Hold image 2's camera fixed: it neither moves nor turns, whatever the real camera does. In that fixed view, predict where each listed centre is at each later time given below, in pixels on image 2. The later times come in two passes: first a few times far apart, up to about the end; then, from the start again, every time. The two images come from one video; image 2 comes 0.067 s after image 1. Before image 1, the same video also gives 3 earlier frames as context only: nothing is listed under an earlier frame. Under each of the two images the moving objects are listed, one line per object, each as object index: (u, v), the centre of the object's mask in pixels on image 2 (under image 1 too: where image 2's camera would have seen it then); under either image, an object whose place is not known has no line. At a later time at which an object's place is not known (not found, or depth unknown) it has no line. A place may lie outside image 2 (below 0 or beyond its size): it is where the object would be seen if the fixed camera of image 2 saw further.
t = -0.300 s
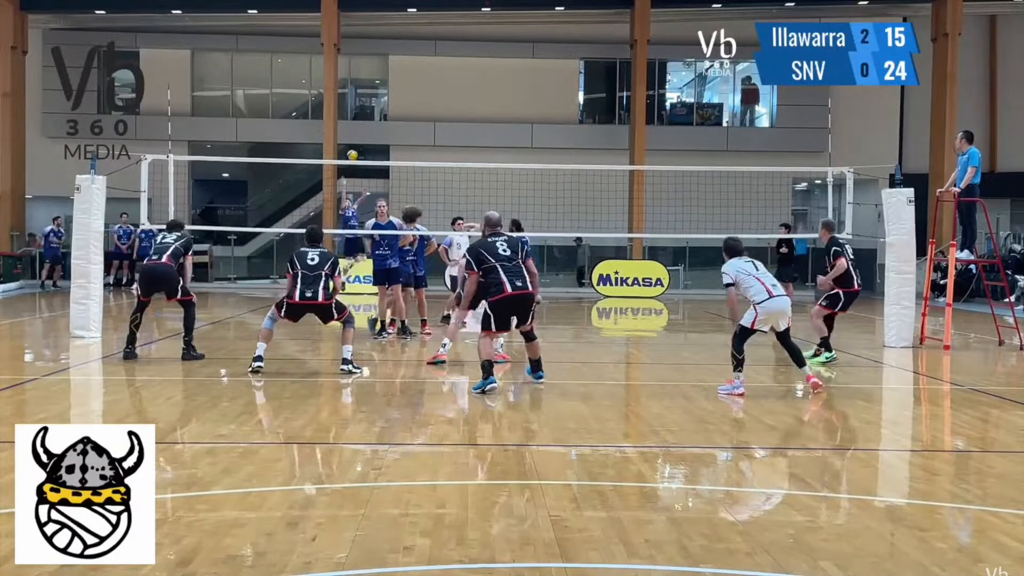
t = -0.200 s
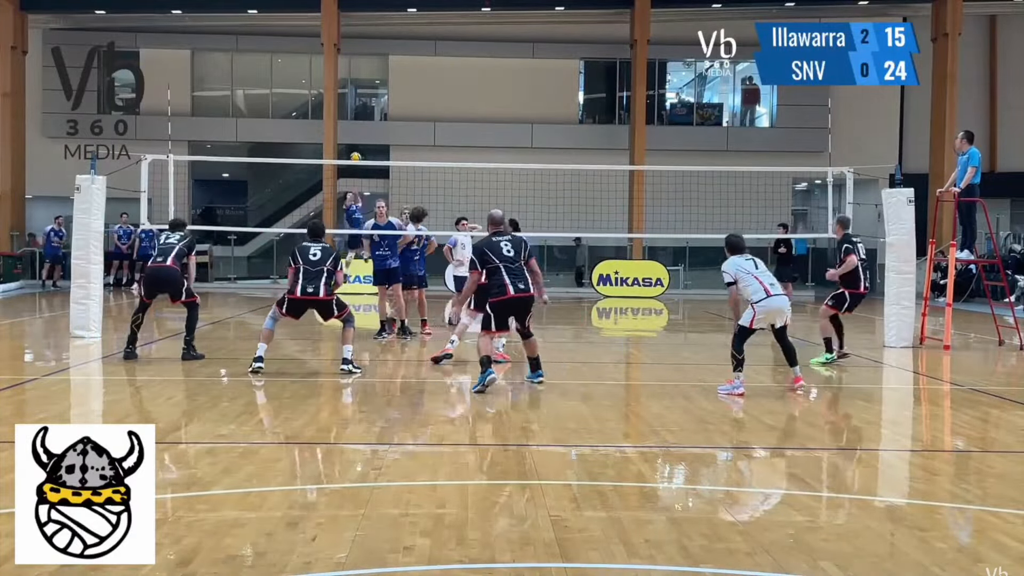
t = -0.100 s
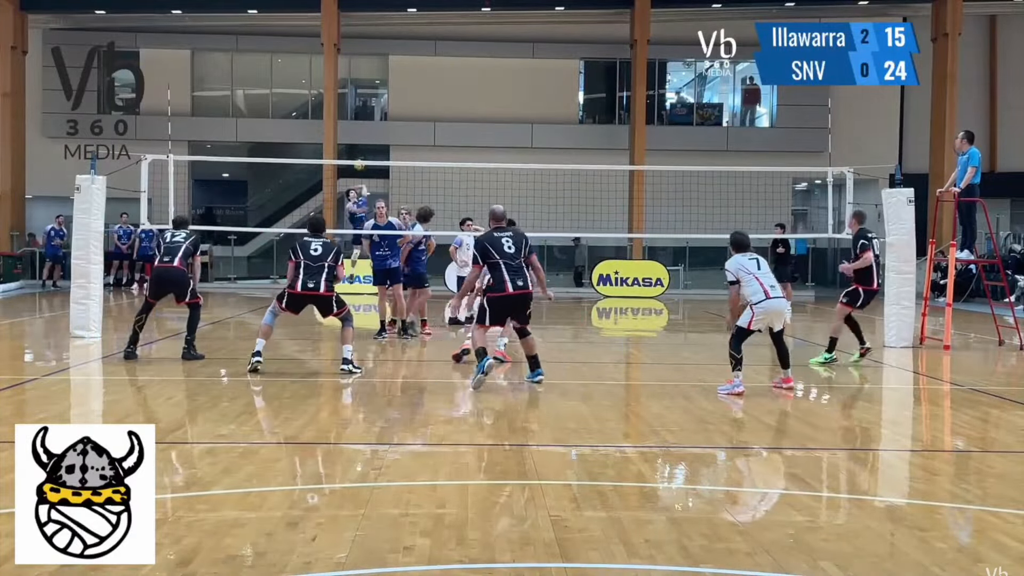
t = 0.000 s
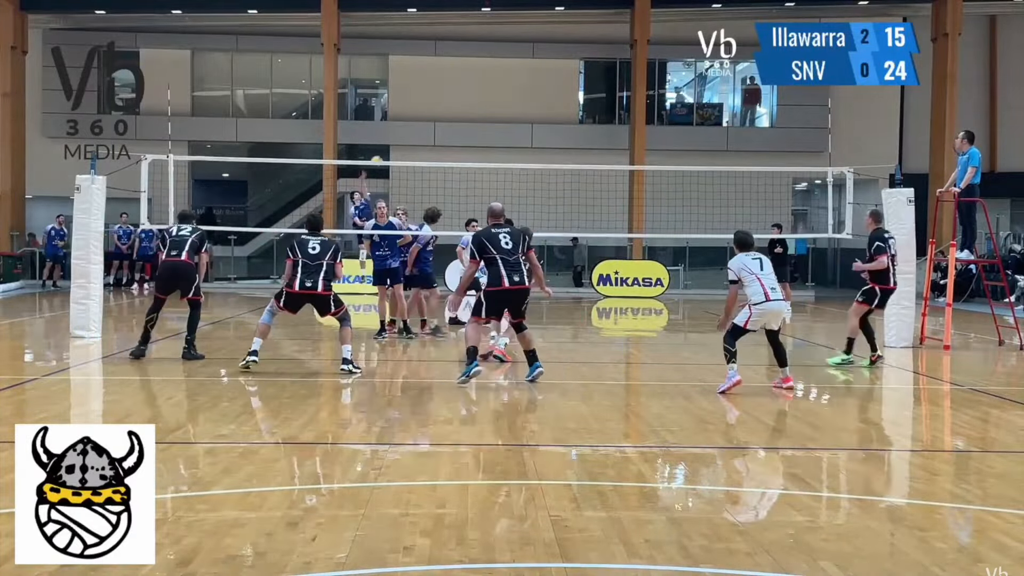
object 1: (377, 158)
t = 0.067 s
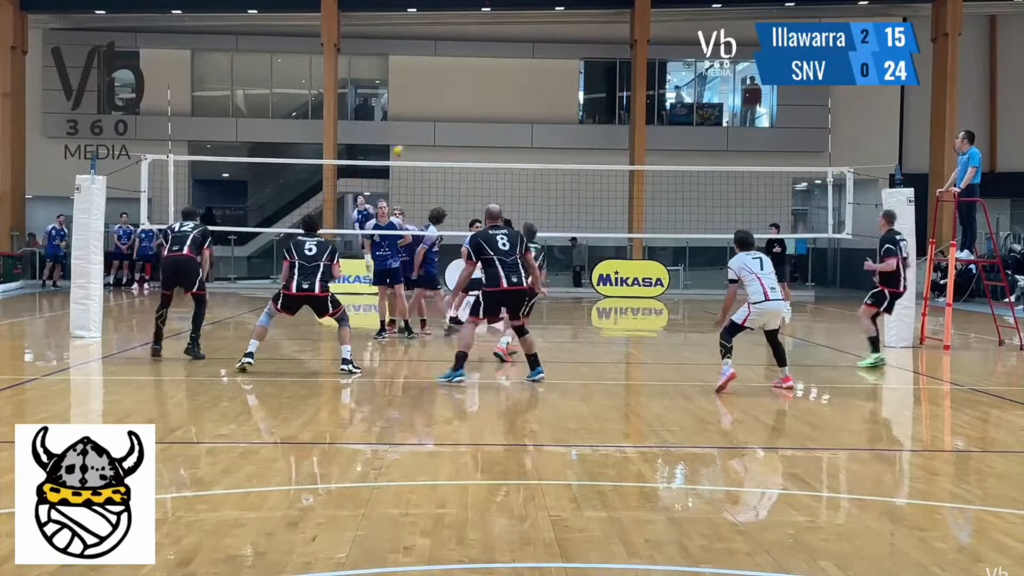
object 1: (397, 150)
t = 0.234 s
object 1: (465, 134)
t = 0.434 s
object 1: (557, 143)
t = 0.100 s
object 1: (411, 145)
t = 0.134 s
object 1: (424, 141)
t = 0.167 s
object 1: (436, 135)
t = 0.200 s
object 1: (450, 135)
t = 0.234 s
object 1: (465, 134)
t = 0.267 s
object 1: (479, 133)
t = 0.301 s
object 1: (494, 133)
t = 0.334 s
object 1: (510, 134)
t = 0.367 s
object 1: (525, 137)
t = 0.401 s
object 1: (541, 139)
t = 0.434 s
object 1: (557, 143)
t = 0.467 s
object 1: (574, 148)
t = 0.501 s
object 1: (592, 155)
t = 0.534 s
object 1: (611, 162)
